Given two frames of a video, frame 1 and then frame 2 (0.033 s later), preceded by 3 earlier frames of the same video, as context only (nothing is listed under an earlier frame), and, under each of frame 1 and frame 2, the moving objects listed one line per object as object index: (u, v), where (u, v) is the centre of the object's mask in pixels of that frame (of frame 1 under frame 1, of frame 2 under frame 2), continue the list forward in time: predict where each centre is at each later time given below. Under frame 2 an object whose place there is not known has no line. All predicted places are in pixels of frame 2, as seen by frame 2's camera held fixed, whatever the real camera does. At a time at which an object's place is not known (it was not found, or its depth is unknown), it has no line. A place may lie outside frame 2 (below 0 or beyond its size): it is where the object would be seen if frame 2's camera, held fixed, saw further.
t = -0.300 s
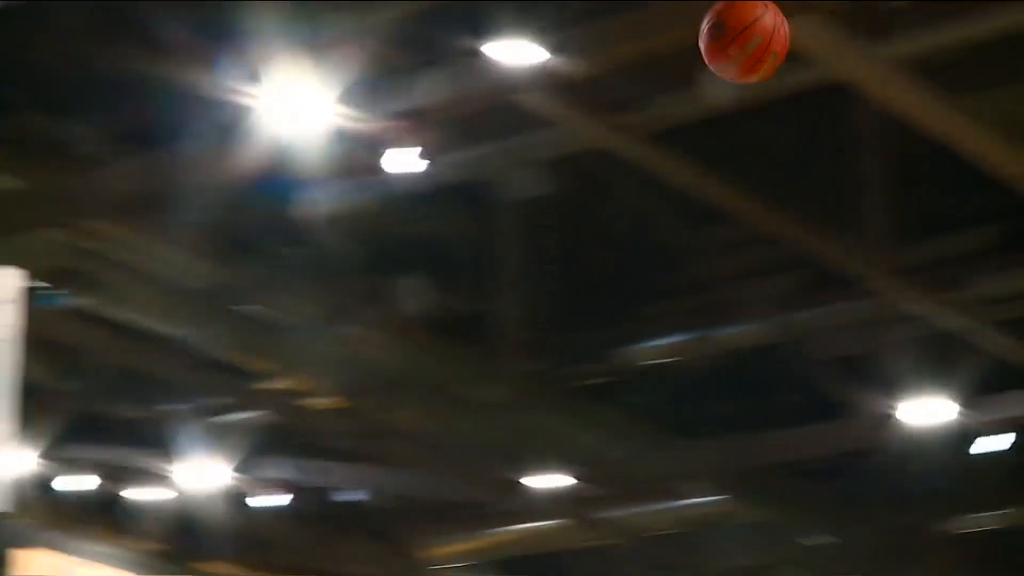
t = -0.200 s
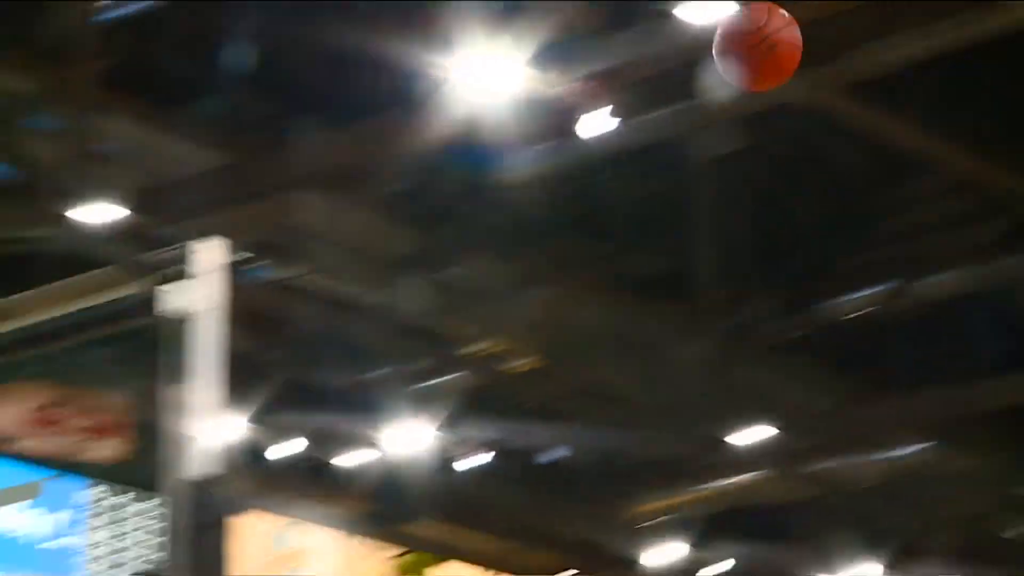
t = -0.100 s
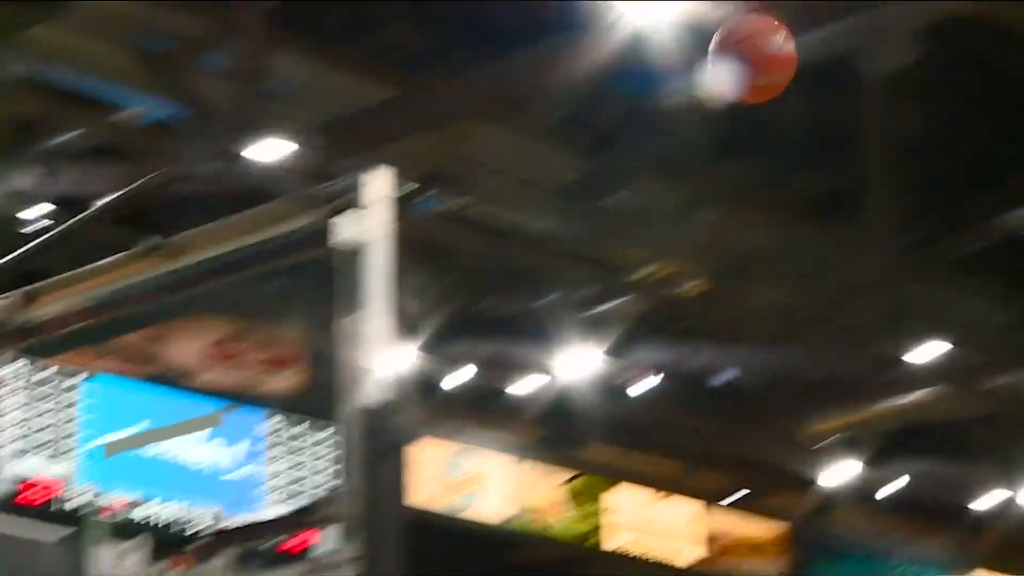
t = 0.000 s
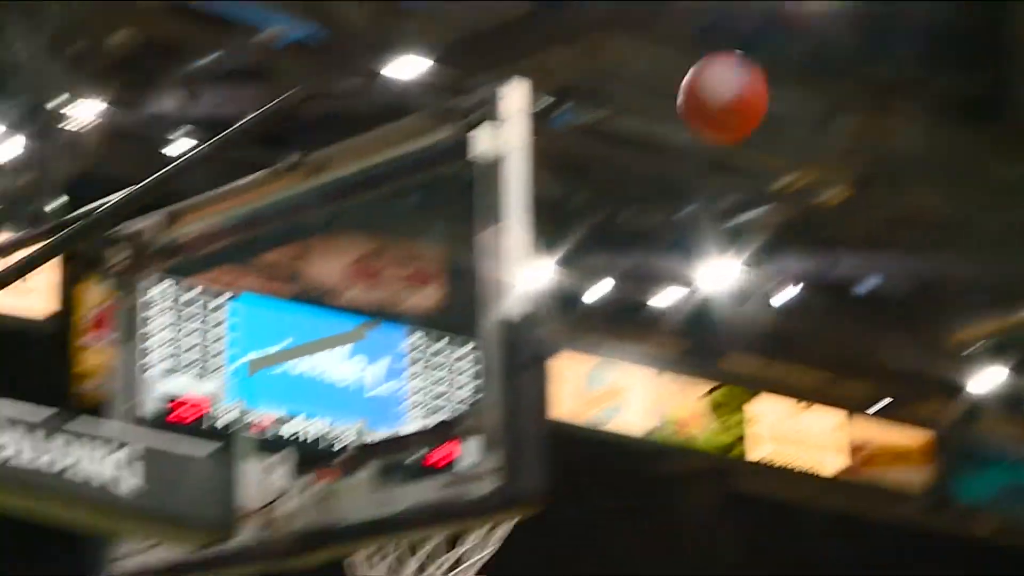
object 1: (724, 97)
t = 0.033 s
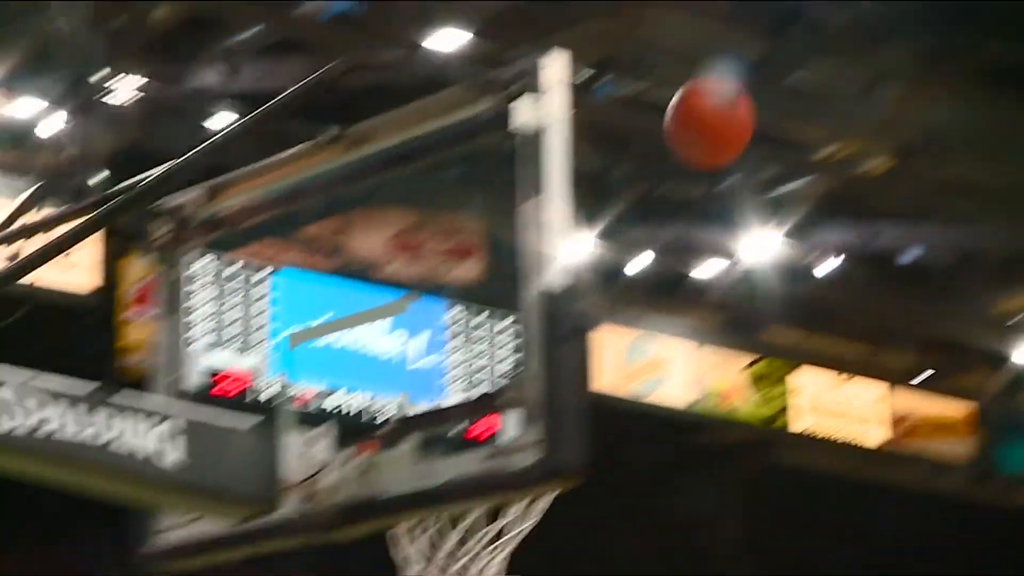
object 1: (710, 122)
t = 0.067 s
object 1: (656, 177)
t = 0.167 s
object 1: (492, 359)
